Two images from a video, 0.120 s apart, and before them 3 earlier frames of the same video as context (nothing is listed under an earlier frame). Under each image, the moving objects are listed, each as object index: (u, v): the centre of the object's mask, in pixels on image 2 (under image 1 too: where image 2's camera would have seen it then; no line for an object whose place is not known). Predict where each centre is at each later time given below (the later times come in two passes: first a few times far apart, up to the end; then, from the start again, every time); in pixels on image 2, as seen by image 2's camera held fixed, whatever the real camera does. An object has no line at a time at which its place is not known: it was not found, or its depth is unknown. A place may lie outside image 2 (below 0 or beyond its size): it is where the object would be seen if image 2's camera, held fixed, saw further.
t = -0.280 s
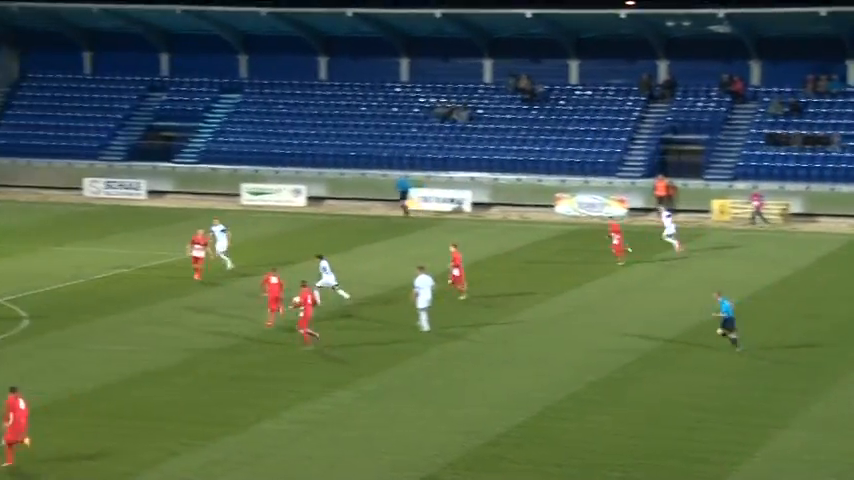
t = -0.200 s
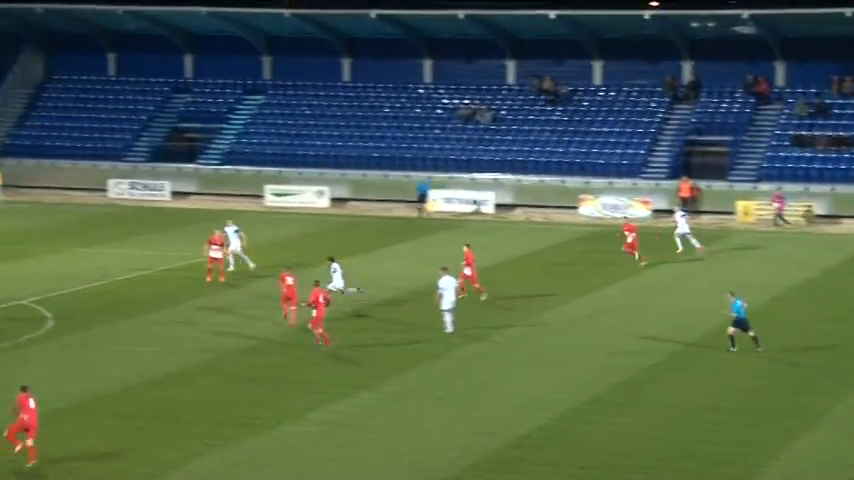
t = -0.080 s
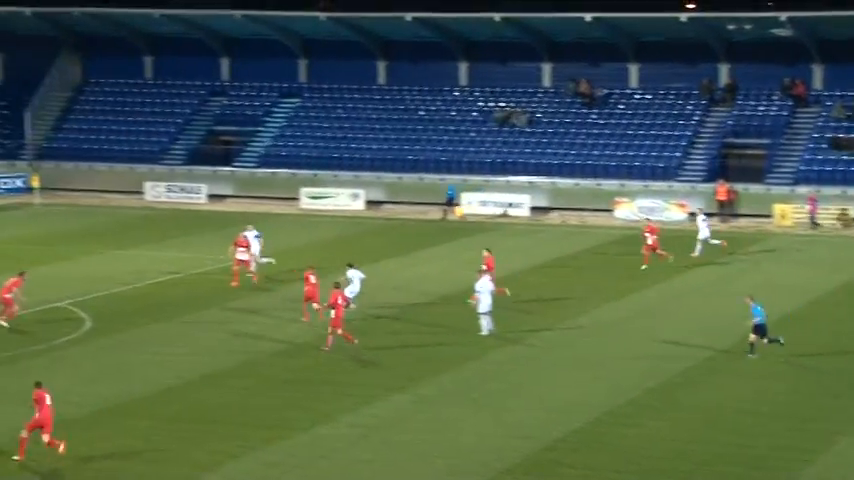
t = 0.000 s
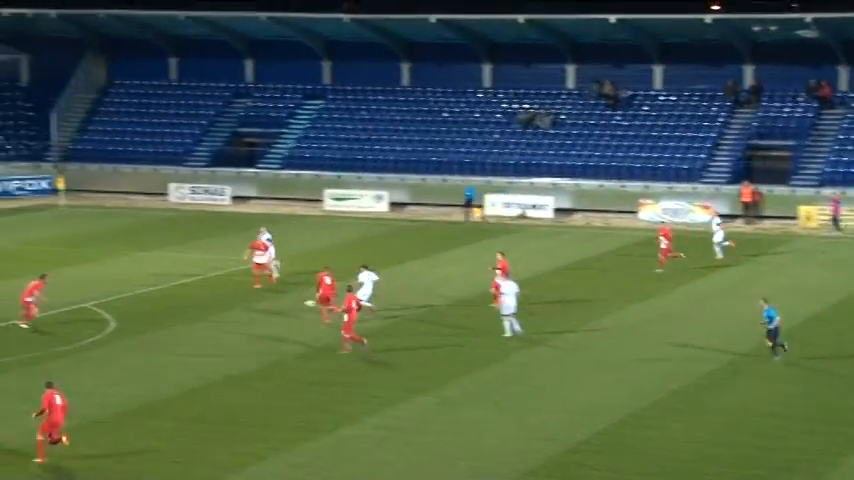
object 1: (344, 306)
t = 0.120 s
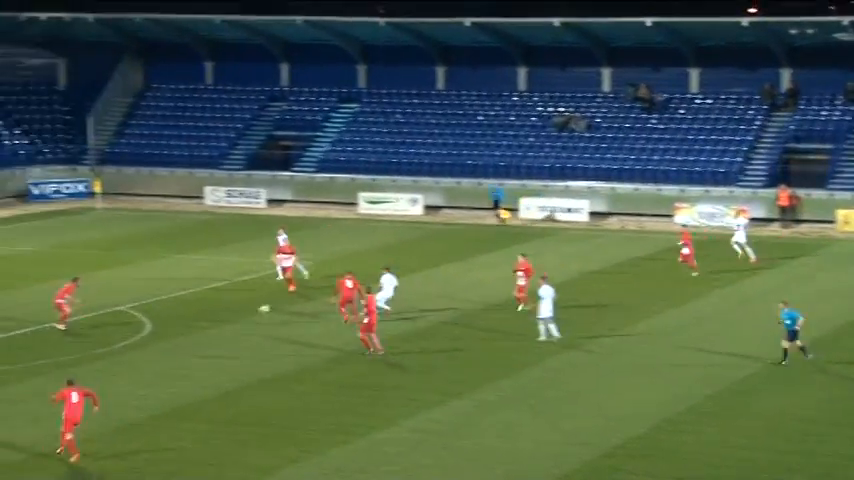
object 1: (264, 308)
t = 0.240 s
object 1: (184, 318)
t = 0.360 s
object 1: (104, 333)
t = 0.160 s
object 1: (237, 311)
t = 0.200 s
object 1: (210, 314)
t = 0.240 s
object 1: (184, 318)
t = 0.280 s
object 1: (158, 322)
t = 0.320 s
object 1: (131, 327)
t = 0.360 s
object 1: (104, 333)
